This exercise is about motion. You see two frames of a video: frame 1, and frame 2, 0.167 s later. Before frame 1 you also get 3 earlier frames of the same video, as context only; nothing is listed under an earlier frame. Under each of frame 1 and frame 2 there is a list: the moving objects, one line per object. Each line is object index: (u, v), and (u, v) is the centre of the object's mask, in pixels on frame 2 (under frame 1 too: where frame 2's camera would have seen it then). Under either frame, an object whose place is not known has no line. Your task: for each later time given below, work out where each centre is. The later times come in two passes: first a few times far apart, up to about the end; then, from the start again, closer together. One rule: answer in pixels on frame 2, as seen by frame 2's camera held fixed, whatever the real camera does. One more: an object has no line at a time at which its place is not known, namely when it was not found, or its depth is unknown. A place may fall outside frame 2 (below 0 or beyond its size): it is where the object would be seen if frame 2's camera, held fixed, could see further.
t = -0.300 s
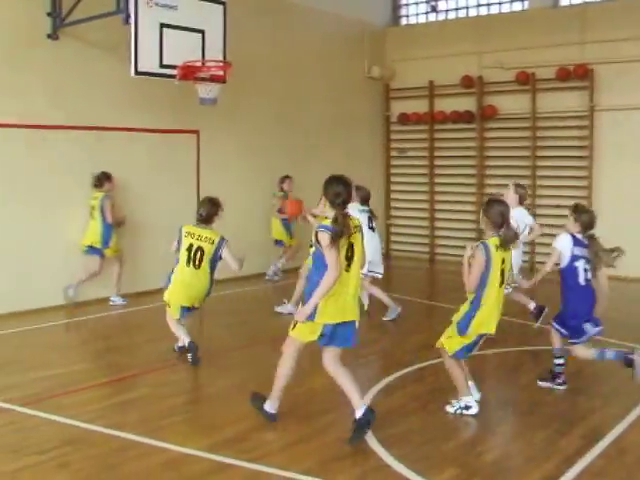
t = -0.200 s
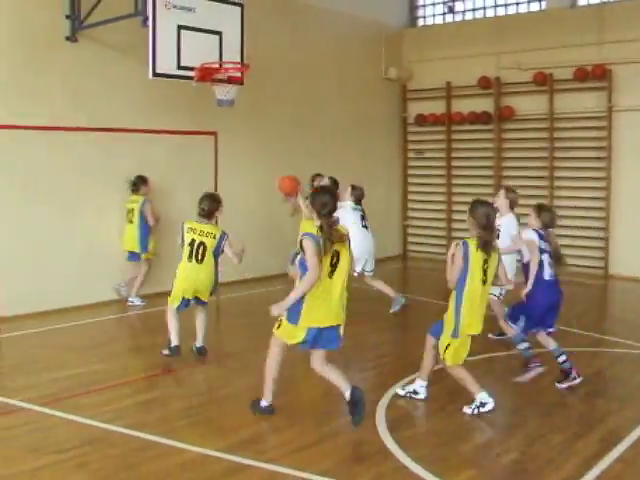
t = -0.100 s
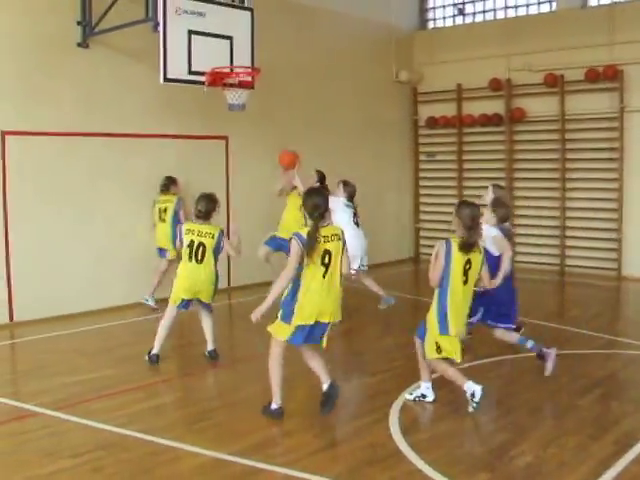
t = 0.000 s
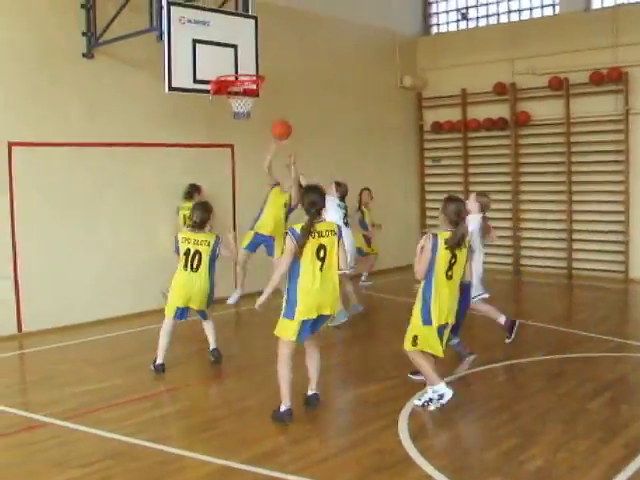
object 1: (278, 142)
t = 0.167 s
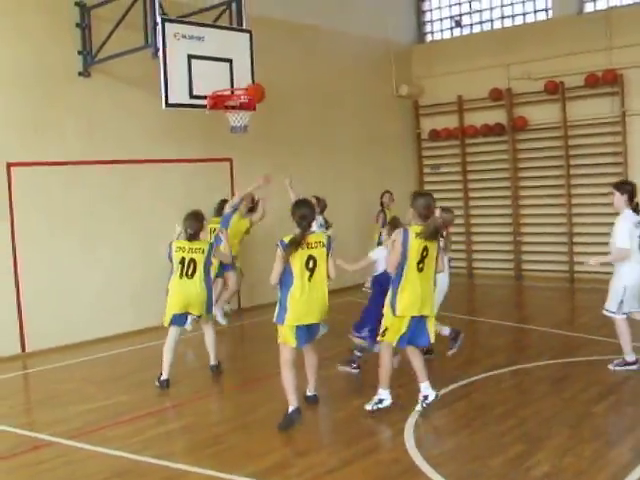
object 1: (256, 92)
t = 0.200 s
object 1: (251, 84)
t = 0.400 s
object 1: (231, 67)
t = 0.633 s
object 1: (227, 82)
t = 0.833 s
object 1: (250, 76)
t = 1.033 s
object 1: (248, 78)
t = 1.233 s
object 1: (241, 82)
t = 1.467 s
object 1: (230, 96)
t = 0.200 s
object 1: (251, 84)
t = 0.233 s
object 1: (244, 80)
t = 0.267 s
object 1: (241, 76)
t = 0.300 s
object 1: (236, 72)
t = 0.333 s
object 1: (234, 70)
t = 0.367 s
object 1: (233, 68)
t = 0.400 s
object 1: (231, 67)
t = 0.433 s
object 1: (229, 67)
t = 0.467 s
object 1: (227, 68)
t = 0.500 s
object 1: (226, 70)
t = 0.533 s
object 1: (224, 74)
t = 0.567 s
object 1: (222, 79)
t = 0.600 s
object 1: (220, 82)
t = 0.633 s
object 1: (227, 82)
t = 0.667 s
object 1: (233, 80)
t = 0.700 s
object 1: (239, 80)
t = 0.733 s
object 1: (246, 81)
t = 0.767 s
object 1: (250, 80)
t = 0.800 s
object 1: (250, 78)
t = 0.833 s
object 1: (250, 76)
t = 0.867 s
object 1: (250, 76)
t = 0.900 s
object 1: (250, 77)
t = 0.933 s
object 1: (250, 78)
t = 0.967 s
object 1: (250, 80)
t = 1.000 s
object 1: (250, 80)
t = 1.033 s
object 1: (248, 78)
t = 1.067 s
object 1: (247, 77)
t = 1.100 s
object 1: (246, 77)
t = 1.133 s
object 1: (245, 78)
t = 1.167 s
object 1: (244, 79)
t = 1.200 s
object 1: (243, 82)
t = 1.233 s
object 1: (241, 82)
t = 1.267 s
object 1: (239, 80)
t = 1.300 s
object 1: (238, 80)
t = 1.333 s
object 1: (236, 81)
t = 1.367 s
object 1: (234, 83)
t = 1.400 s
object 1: (233, 85)
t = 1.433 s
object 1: (232, 89)
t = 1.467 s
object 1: (230, 96)
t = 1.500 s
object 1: (227, 102)
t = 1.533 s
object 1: (228, 106)
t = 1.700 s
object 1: (226, 128)
